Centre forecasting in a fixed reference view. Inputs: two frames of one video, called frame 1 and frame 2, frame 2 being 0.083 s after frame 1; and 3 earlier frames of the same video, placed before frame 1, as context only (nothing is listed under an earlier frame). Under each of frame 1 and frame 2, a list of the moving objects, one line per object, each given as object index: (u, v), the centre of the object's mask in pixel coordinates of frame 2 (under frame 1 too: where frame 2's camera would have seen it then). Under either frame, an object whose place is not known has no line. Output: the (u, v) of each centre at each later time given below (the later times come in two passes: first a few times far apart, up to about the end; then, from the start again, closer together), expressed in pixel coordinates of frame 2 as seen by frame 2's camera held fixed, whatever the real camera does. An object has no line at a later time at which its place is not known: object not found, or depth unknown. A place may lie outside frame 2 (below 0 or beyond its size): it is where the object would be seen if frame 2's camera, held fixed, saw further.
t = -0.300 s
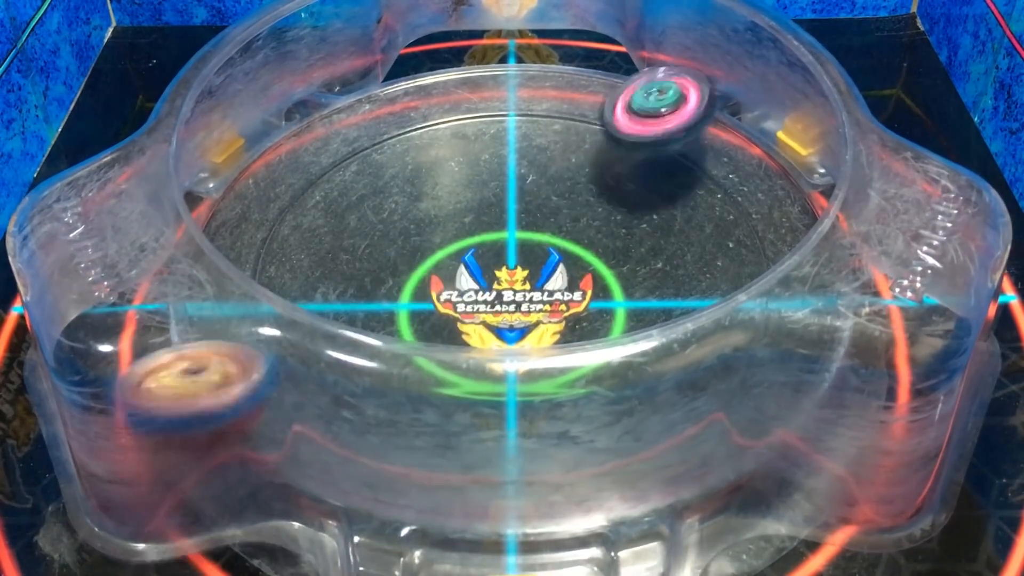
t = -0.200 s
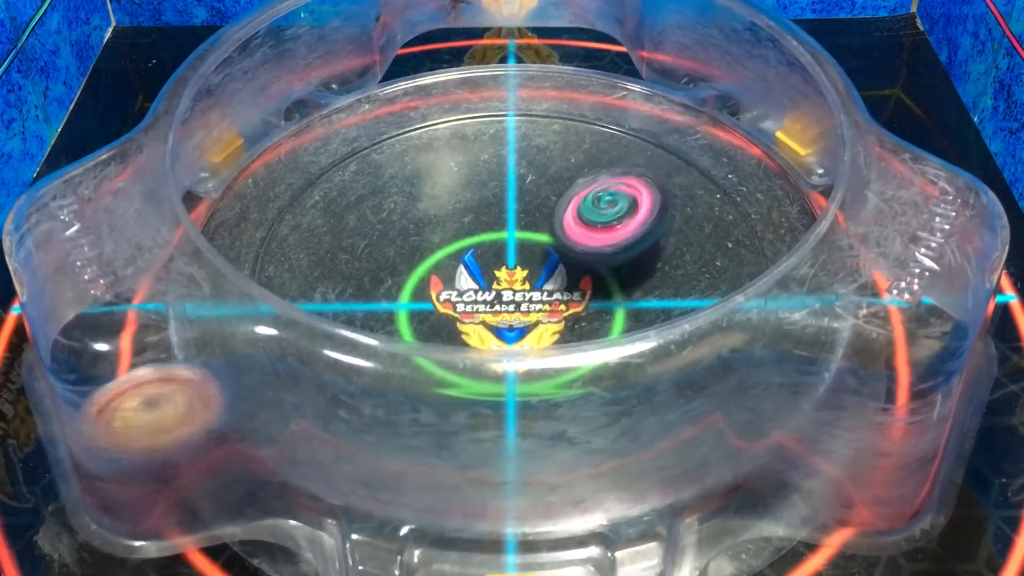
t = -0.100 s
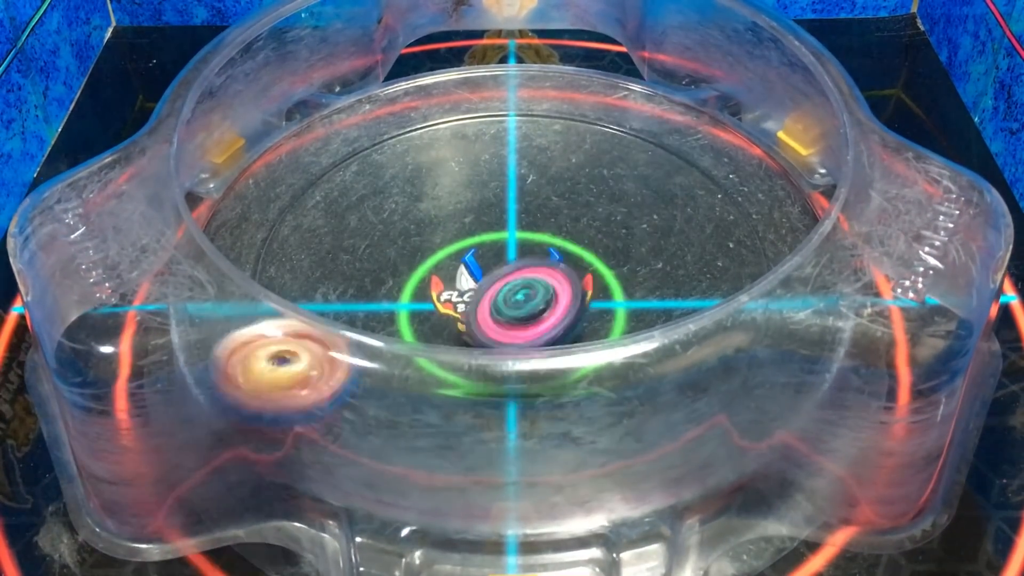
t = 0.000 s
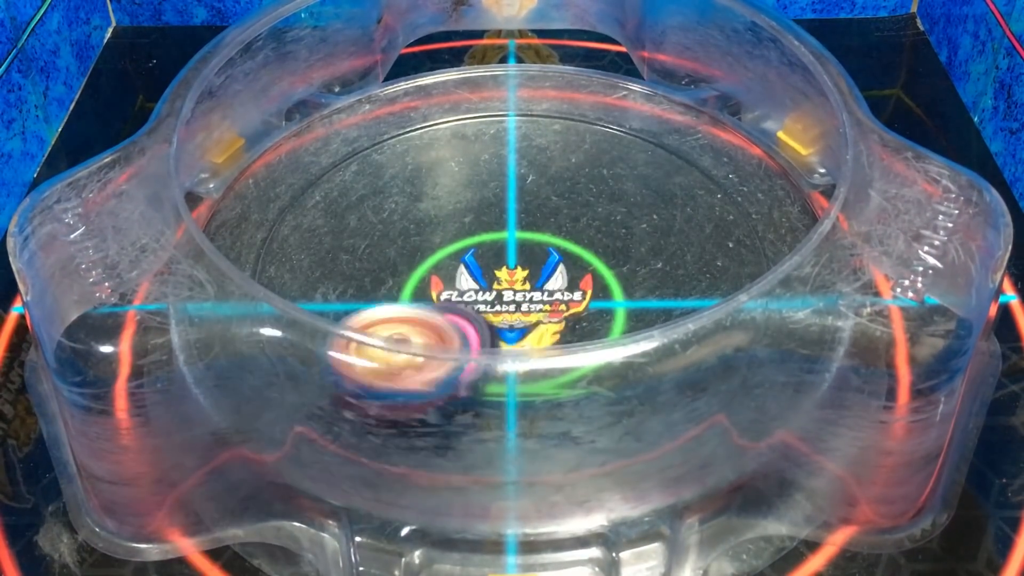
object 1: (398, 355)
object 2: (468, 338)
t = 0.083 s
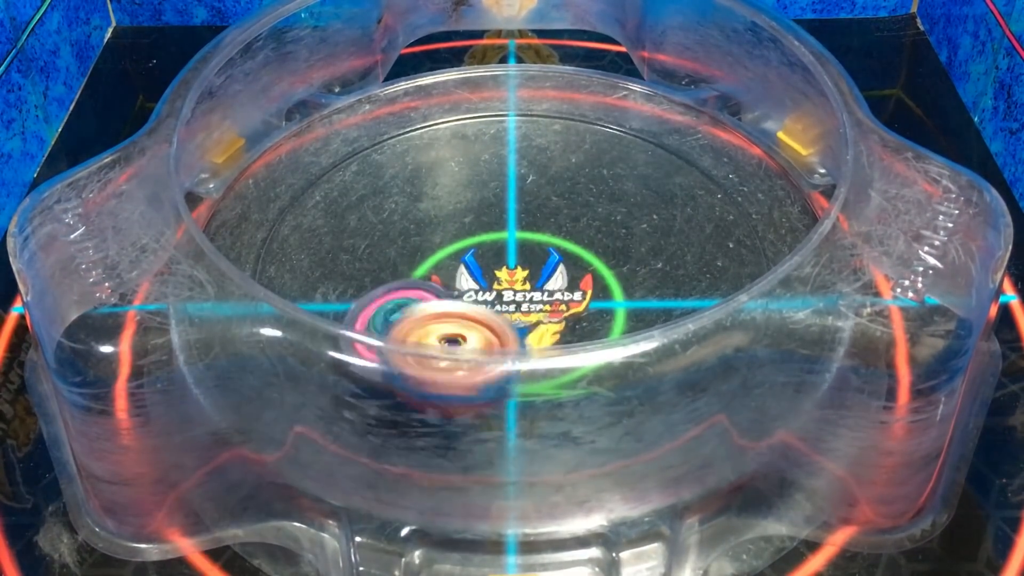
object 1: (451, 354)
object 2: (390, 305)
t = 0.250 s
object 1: (590, 309)
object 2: (399, 221)
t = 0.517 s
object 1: (609, 162)
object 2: (489, 72)
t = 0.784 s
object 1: (531, 188)
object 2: (508, 91)
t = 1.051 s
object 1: (567, 398)
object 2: (509, 162)
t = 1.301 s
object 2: (505, 313)
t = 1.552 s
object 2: (438, 338)
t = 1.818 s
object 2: (374, 206)
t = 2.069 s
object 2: (356, 216)
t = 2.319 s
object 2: (538, 349)
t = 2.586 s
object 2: (601, 307)
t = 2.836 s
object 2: (588, 304)
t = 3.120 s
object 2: (482, 272)
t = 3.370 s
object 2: (765, 374)
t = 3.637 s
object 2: (625, 261)
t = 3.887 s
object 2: (638, 137)
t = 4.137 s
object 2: (524, 207)
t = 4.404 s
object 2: (424, 168)
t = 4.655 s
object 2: (448, 206)
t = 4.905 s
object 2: (473, 234)
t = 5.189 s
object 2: (445, 205)
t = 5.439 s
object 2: (506, 242)
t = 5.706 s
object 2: (428, 263)
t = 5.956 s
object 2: (395, 245)
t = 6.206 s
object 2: (448, 229)
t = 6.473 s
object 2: (499, 227)
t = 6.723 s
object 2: (501, 230)
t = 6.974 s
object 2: (514, 232)
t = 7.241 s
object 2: (526, 228)
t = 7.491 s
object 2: (530, 235)
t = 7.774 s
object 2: (534, 244)
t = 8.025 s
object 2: (545, 217)
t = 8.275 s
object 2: (511, 235)
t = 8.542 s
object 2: (532, 213)
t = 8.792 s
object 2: (536, 236)
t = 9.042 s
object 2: (528, 235)
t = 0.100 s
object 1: (465, 366)
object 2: (397, 304)
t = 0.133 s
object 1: (493, 383)
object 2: (393, 299)
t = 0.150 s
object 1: (508, 365)
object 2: (390, 291)
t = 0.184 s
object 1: (534, 325)
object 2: (388, 270)
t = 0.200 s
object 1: (551, 320)
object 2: (391, 258)
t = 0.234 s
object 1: (577, 320)
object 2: (394, 235)
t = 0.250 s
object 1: (590, 309)
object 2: (399, 221)
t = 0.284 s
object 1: (606, 290)
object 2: (410, 197)
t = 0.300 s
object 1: (614, 283)
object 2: (417, 184)
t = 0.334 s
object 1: (619, 253)
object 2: (432, 164)
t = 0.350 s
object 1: (618, 241)
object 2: (440, 156)
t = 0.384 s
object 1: (614, 215)
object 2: (460, 138)
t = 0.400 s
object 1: (609, 202)
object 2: (470, 131)
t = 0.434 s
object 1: (594, 176)
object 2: (490, 119)
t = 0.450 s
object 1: (588, 166)
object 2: (498, 114)
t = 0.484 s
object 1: (600, 162)
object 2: (493, 89)
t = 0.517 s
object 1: (609, 162)
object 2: (489, 72)
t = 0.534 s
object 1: (612, 163)
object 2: (487, 66)
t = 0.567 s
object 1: (614, 165)
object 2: (487, 56)
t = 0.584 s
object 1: (613, 166)
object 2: (486, 51)
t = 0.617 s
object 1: (608, 171)
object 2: (487, 49)
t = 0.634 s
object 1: (604, 173)
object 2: (488, 47)
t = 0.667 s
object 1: (593, 177)
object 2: (492, 52)
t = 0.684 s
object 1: (585, 180)
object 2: (493, 54)
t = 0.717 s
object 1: (569, 183)
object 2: (497, 62)
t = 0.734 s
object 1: (559, 185)
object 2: (499, 70)
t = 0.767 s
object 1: (540, 188)
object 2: (505, 82)
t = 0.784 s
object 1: (531, 188)
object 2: (508, 91)
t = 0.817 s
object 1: (517, 202)
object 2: (512, 104)
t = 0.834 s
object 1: (513, 217)
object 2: (511, 100)
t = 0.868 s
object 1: (509, 254)
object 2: (509, 100)
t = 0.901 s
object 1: (507, 287)
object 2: (507, 103)
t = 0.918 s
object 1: (509, 300)
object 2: (506, 103)
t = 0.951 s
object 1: (517, 318)
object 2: (506, 114)
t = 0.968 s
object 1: (523, 348)
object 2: (507, 118)
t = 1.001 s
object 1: (534, 367)
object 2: (508, 133)
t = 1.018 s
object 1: (543, 378)
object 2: (508, 140)
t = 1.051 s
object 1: (567, 398)
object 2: (509, 162)
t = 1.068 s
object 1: (578, 402)
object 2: (510, 172)
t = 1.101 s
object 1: (603, 405)
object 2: (512, 196)
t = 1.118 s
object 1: (616, 400)
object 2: (512, 206)
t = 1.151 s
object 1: (637, 397)
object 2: (514, 229)
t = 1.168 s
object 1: (649, 393)
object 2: (514, 242)
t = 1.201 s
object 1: (674, 386)
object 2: (514, 266)
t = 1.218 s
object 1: (684, 380)
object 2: (514, 275)
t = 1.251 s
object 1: (704, 372)
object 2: (512, 296)
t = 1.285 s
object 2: (508, 308)
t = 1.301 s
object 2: (505, 313)
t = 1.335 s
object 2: (494, 338)
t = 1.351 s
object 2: (490, 345)
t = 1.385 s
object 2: (483, 354)
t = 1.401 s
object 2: (478, 356)
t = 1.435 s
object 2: (468, 358)
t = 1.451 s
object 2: (462, 358)
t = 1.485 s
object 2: (452, 356)
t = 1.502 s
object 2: (448, 353)
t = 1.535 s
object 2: (441, 345)
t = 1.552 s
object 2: (438, 338)
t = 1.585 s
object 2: (437, 313)
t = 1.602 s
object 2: (435, 309)
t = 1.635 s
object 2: (428, 296)
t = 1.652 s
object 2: (426, 290)
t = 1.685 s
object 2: (425, 267)
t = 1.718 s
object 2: (424, 246)
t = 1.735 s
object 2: (412, 239)
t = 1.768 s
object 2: (394, 226)
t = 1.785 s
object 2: (386, 219)
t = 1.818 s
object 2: (374, 206)
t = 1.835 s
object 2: (369, 198)
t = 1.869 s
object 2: (350, 196)
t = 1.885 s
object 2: (341, 197)
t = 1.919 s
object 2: (330, 197)
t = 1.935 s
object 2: (327, 197)
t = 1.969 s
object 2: (325, 199)
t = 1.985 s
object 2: (326, 202)
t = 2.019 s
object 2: (335, 208)
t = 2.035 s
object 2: (340, 210)
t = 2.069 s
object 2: (356, 216)
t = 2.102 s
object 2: (372, 241)
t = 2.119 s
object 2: (380, 254)
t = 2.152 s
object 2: (404, 280)
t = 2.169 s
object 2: (417, 292)
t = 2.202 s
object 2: (443, 307)
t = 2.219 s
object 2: (459, 313)
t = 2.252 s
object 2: (487, 322)
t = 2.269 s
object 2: (498, 344)
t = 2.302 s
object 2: (525, 351)
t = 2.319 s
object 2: (538, 349)
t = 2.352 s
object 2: (562, 347)
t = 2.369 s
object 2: (574, 346)
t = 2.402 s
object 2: (592, 344)
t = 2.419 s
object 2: (596, 343)
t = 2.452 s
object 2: (606, 341)
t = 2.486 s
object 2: (613, 336)
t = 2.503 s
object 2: (612, 326)
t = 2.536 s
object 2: (607, 312)
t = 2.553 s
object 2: (605, 311)
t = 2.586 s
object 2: (601, 307)
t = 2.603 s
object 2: (597, 304)
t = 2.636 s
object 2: (598, 301)
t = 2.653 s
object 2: (603, 301)
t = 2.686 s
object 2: (610, 303)
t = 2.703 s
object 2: (612, 303)
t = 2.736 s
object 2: (612, 303)
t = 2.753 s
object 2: (611, 304)
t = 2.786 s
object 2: (605, 304)
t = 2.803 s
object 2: (600, 304)
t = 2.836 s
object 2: (588, 304)
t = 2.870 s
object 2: (574, 303)
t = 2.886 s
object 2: (567, 304)
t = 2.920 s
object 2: (550, 302)
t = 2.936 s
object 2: (543, 303)
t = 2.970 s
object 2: (527, 298)
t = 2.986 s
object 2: (519, 295)
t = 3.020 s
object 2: (508, 291)
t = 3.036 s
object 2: (501, 289)
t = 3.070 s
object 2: (491, 283)
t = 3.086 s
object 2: (488, 280)
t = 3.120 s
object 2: (482, 272)
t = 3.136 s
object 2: (480, 269)
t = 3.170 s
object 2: (485, 270)
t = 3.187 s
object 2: (515, 285)
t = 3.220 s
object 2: (575, 311)
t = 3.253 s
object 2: (638, 342)
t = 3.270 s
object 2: (667, 352)
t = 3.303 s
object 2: (716, 358)
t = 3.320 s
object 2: (726, 354)
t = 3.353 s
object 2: (753, 365)
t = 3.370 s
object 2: (765, 374)
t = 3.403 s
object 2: (754, 371)
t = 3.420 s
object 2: (744, 370)
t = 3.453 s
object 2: (716, 356)
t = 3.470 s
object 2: (705, 359)
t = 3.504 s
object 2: (663, 344)
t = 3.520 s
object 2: (643, 332)
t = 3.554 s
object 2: (598, 318)
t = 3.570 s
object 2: (585, 315)
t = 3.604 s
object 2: (606, 285)
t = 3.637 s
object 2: (625, 261)
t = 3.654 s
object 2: (633, 251)
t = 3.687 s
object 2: (640, 217)
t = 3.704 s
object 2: (645, 206)
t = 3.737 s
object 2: (649, 184)
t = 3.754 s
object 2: (651, 174)
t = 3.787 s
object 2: (652, 158)
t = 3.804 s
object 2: (651, 153)
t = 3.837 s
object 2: (650, 140)
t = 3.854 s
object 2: (645, 138)
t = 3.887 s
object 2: (638, 137)
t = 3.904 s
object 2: (631, 139)
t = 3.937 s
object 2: (620, 146)
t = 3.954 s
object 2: (614, 151)
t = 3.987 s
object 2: (601, 166)
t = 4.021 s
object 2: (588, 183)
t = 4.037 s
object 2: (580, 193)
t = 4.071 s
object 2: (567, 213)
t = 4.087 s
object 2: (557, 221)
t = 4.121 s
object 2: (538, 215)
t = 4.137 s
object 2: (524, 207)
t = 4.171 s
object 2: (504, 195)
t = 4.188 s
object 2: (493, 187)
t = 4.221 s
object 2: (471, 179)
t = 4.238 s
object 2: (463, 174)
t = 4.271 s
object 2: (447, 167)
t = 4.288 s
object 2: (439, 167)
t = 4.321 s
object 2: (431, 163)
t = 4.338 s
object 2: (428, 163)
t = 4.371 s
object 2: (423, 165)
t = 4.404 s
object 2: (424, 168)
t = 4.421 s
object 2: (425, 168)
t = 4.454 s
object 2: (427, 176)
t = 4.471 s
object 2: (432, 179)
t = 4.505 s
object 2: (440, 188)
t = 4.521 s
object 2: (444, 192)
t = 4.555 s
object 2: (456, 202)
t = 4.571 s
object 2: (462, 208)
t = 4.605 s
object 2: (463, 209)
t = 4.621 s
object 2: (457, 207)
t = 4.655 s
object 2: (448, 206)
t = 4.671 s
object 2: (445, 204)
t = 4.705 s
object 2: (443, 205)
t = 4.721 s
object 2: (443, 207)
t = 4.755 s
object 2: (445, 209)
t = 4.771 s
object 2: (447, 213)
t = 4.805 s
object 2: (451, 217)
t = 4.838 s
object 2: (457, 221)
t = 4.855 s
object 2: (461, 225)
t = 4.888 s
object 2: (469, 230)
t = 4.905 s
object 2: (473, 234)
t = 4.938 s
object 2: (481, 239)
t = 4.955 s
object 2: (480, 236)
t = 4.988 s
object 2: (464, 226)
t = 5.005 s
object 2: (458, 221)
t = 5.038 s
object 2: (450, 214)
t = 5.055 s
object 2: (446, 210)
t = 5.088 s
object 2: (441, 204)
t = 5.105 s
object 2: (442, 205)
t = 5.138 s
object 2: (442, 203)
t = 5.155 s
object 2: (441, 204)
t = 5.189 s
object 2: (445, 205)
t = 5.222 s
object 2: (451, 208)
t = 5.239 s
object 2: (453, 211)
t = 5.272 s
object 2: (462, 217)
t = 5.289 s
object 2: (466, 219)
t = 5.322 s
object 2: (475, 223)
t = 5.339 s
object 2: (480, 227)
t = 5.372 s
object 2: (491, 233)
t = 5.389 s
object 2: (496, 236)
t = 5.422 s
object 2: (506, 241)
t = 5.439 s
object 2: (506, 242)
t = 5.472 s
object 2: (493, 243)
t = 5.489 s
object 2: (486, 242)
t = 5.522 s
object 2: (472, 246)
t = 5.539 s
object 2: (467, 246)
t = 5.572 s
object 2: (455, 248)
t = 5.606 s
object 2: (445, 253)
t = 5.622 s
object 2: (440, 255)
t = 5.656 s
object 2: (434, 258)
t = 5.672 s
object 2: (431, 261)
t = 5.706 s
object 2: (428, 263)
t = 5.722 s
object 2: (427, 264)
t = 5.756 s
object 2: (427, 265)
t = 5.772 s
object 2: (424, 264)
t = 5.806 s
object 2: (409, 259)
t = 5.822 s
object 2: (403, 257)
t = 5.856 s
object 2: (394, 253)
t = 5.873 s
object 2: (393, 252)
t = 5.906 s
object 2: (392, 249)
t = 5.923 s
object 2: (391, 248)
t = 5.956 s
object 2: (395, 245)
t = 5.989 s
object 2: (399, 244)
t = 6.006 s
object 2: (403, 243)
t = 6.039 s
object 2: (410, 243)
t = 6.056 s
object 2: (415, 243)
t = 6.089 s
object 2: (423, 241)
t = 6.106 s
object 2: (426, 238)
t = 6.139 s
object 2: (433, 234)
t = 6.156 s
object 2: (437, 232)
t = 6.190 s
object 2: (445, 230)
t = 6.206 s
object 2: (448, 229)
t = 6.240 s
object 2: (457, 228)
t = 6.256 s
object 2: (461, 228)
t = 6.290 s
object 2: (470, 230)
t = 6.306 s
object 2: (474, 231)
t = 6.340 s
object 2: (483, 232)
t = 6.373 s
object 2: (491, 235)
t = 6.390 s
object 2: (492, 234)
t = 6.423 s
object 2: (495, 231)
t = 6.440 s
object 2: (497, 229)
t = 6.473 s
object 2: (499, 227)
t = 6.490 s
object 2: (501, 228)
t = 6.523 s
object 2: (503, 229)
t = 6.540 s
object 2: (502, 231)
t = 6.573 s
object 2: (502, 230)
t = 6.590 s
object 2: (502, 229)
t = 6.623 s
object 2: (500, 228)
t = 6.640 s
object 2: (499, 229)
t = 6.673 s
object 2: (499, 231)
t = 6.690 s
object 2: (500, 230)
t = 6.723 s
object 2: (501, 230)
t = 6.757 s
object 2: (503, 229)
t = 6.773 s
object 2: (504, 232)
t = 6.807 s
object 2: (506, 232)
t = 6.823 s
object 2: (508, 233)
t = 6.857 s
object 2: (510, 236)
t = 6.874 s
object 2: (510, 235)
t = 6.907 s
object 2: (510, 237)
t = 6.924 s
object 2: (510, 236)
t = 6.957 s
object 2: (513, 236)
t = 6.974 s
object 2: (514, 232)
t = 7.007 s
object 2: (516, 231)
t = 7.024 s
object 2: (518, 231)
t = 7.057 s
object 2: (521, 231)
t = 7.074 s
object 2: (521, 230)
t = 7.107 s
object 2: (522, 231)
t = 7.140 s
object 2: (523, 230)
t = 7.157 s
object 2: (523, 230)
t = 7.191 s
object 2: (523, 229)
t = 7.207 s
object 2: (524, 229)
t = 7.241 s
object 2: (526, 228)
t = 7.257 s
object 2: (526, 228)
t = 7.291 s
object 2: (527, 227)
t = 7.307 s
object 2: (527, 227)
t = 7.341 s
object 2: (528, 227)
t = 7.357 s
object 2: (528, 228)
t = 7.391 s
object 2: (528, 228)
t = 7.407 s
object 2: (529, 229)
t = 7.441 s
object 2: (529, 231)
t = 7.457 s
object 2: (528, 232)
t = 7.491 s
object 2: (530, 235)
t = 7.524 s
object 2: (531, 238)
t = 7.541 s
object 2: (531, 239)
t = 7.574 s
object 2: (531, 240)
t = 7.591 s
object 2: (531, 240)
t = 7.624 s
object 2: (531, 241)
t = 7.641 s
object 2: (531, 242)
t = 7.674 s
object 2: (531, 244)
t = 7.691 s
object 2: (531, 244)
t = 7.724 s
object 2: (530, 246)
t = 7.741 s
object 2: (530, 247)
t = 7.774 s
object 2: (534, 244)
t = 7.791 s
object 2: (538, 241)
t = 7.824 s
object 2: (545, 232)
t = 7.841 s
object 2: (548, 229)
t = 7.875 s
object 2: (552, 224)
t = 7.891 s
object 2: (553, 222)
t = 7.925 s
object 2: (554, 219)
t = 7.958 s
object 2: (552, 217)
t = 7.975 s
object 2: (551, 217)
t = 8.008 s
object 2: (547, 217)
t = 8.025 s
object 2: (545, 217)
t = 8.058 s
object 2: (539, 219)
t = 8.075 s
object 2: (536, 221)
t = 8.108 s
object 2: (529, 224)
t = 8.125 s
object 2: (527, 226)
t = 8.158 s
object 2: (520, 230)
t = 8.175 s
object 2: (517, 233)
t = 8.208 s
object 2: (514, 236)
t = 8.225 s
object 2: (512, 238)
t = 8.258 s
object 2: (511, 234)
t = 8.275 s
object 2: (511, 235)
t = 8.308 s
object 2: (511, 233)
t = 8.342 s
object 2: (512, 230)
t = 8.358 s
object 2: (512, 229)
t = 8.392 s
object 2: (513, 226)
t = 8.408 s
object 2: (513, 226)
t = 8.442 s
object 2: (515, 225)
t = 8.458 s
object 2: (515, 225)
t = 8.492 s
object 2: (521, 219)
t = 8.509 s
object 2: (525, 218)
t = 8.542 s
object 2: (532, 213)
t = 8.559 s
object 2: (534, 210)
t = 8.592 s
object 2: (538, 209)
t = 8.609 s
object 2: (539, 210)
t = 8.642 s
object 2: (541, 212)
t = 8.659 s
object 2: (542, 213)
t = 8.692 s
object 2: (541, 218)
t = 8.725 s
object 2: (540, 225)
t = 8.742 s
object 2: (538, 230)
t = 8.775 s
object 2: (537, 234)
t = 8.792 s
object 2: (536, 236)
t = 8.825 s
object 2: (535, 243)
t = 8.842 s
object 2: (535, 244)
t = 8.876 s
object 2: (531, 239)
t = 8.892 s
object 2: (531, 237)
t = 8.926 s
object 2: (530, 236)
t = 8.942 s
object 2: (529, 235)
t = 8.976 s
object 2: (529, 234)
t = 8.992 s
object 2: (529, 235)
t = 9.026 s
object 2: (528, 235)
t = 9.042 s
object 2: (528, 235)
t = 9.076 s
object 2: (529, 236)
